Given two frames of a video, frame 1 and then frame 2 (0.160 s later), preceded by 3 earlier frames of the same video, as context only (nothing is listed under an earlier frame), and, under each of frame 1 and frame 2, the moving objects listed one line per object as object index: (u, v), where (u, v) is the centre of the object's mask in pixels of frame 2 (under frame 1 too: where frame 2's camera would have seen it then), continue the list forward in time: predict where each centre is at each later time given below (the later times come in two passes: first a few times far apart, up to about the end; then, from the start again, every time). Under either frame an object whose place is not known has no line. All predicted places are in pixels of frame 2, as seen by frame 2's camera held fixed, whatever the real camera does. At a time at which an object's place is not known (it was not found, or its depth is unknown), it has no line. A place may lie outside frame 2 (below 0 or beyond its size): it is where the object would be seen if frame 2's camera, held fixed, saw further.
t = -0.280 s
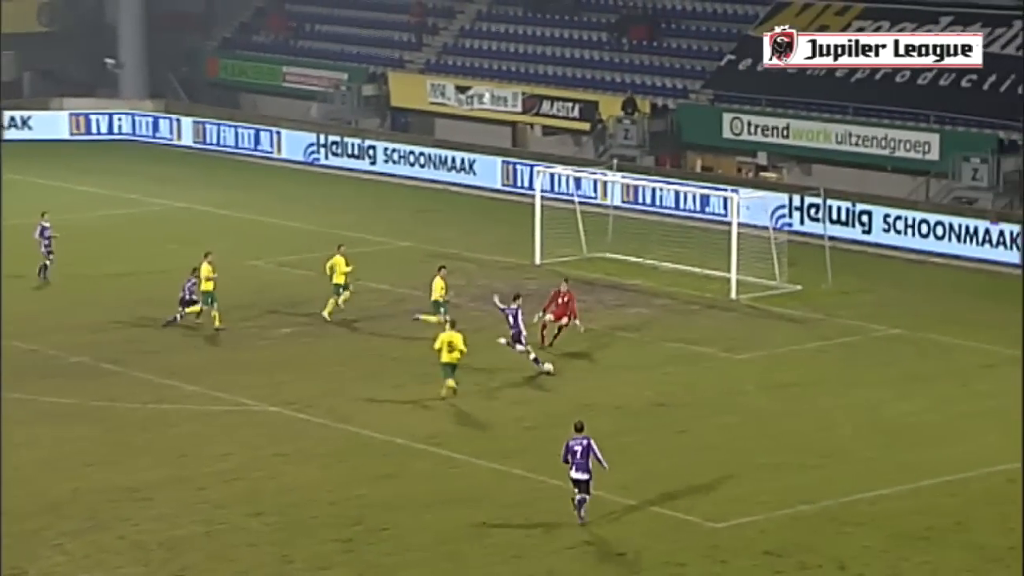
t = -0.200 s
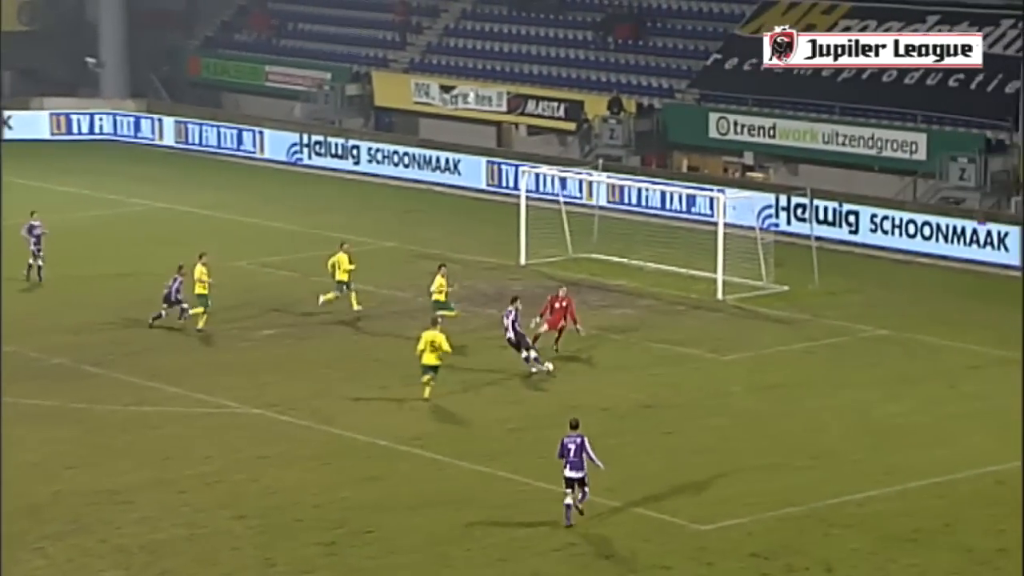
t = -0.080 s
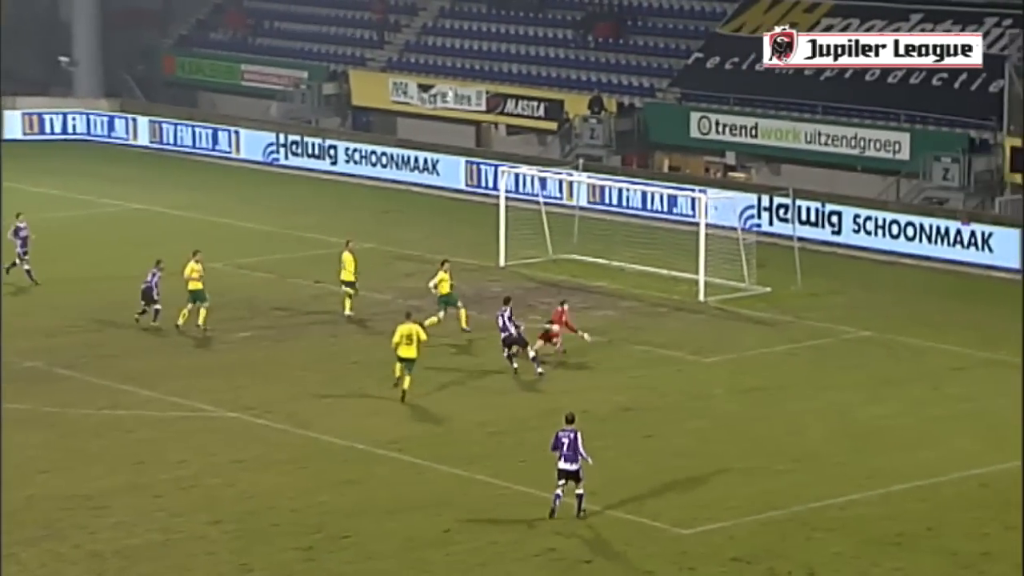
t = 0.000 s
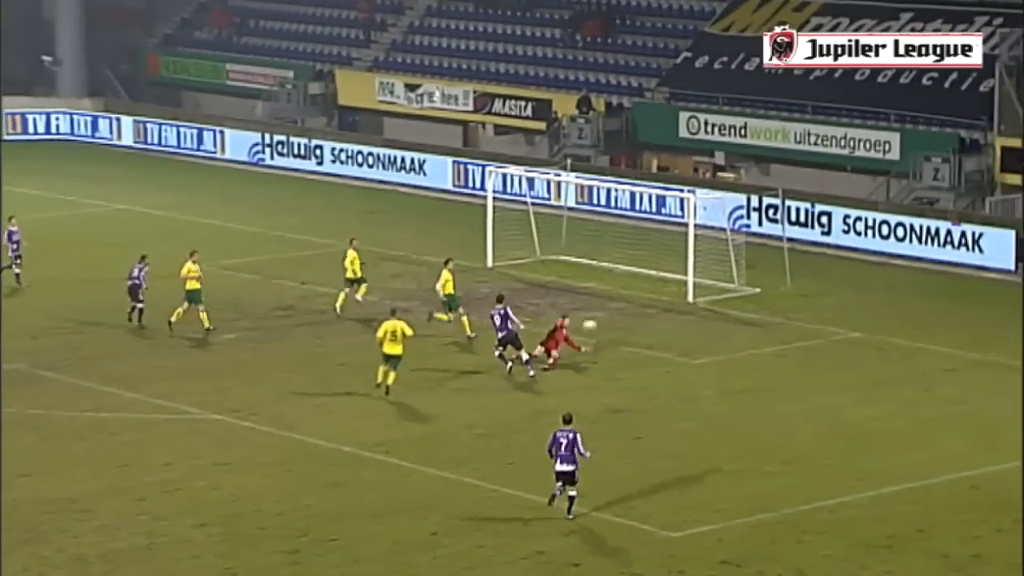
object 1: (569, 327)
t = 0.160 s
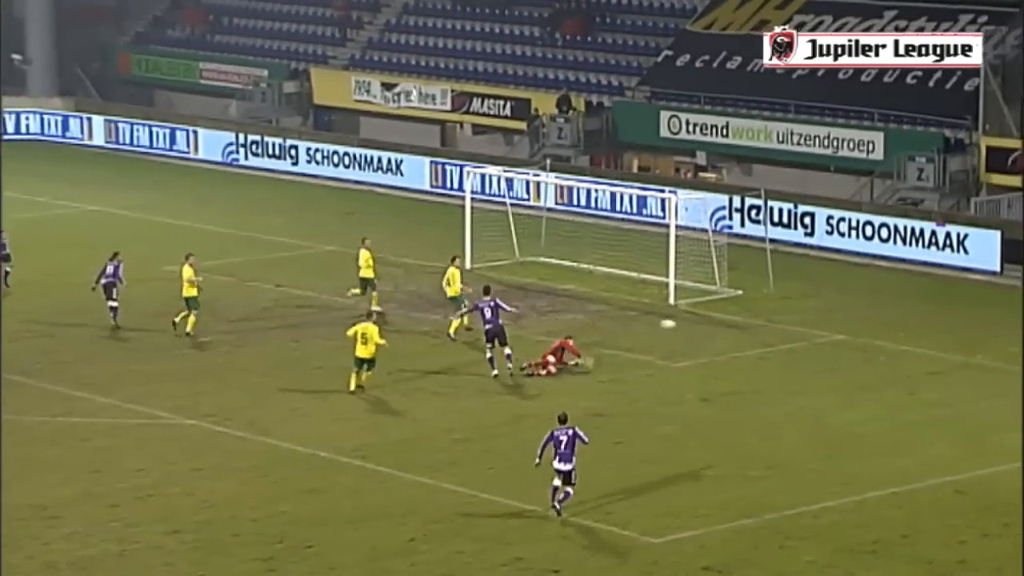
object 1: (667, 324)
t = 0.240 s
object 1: (718, 325)
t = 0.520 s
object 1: (896, 349)
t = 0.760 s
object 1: (1051, 395)
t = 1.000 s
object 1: (1196, 419)
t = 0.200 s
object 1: (693, 324)
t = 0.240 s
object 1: (718, 325)
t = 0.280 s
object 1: (743, 327)
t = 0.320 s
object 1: (768, 329)
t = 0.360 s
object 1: (794, 332)
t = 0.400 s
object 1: (819, 335)
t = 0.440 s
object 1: (845, 339)
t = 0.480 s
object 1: (871, 344)
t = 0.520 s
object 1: (896, 349)
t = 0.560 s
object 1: (922, 355)
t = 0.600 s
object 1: (947, 362)
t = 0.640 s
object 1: (973, 369)
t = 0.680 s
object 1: (998, 377)
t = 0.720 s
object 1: (1025, 386)
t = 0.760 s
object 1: (1051, 395)
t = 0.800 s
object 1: (1077, 405)
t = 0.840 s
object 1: (1104, 416)
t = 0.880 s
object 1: (1130, 428)
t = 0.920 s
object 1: (1153, 425)
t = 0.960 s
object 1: (1174, 422)
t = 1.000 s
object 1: (1196, 419)
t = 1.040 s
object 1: (1219, 417)
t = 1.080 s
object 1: (1241, 416)
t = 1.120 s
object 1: (1263, 416)
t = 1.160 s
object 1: (1285, 416)
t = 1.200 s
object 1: (1308, 418)
